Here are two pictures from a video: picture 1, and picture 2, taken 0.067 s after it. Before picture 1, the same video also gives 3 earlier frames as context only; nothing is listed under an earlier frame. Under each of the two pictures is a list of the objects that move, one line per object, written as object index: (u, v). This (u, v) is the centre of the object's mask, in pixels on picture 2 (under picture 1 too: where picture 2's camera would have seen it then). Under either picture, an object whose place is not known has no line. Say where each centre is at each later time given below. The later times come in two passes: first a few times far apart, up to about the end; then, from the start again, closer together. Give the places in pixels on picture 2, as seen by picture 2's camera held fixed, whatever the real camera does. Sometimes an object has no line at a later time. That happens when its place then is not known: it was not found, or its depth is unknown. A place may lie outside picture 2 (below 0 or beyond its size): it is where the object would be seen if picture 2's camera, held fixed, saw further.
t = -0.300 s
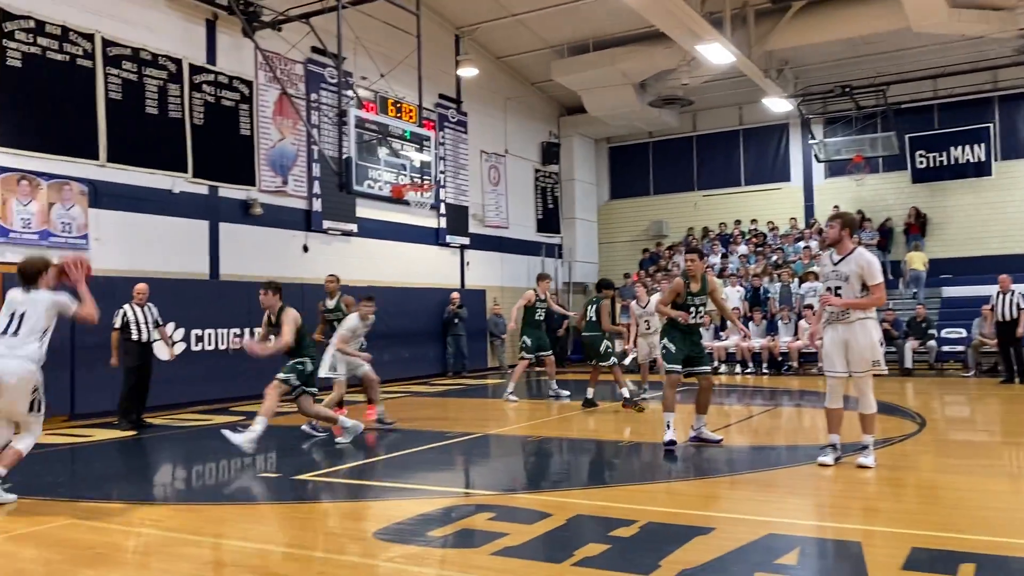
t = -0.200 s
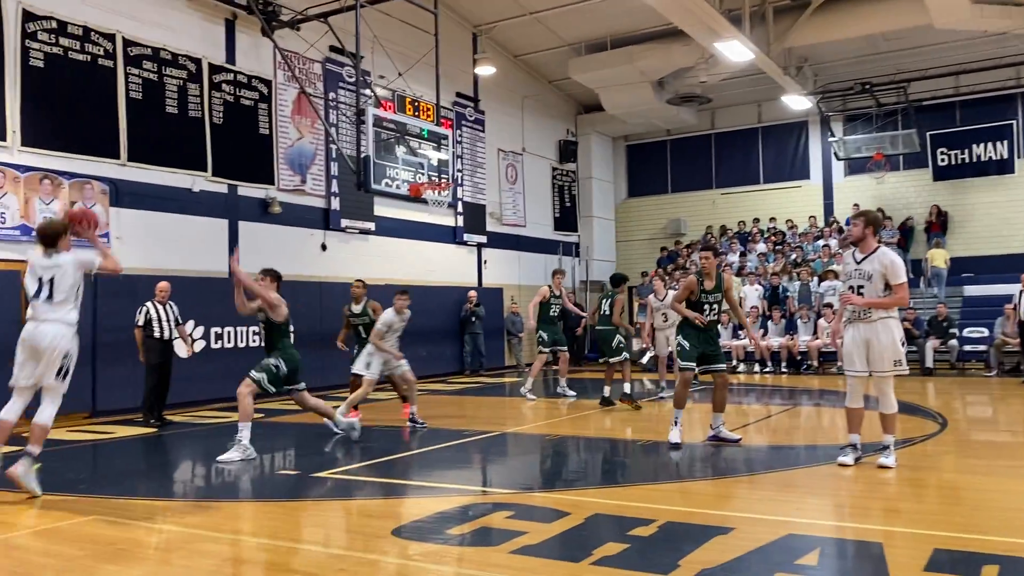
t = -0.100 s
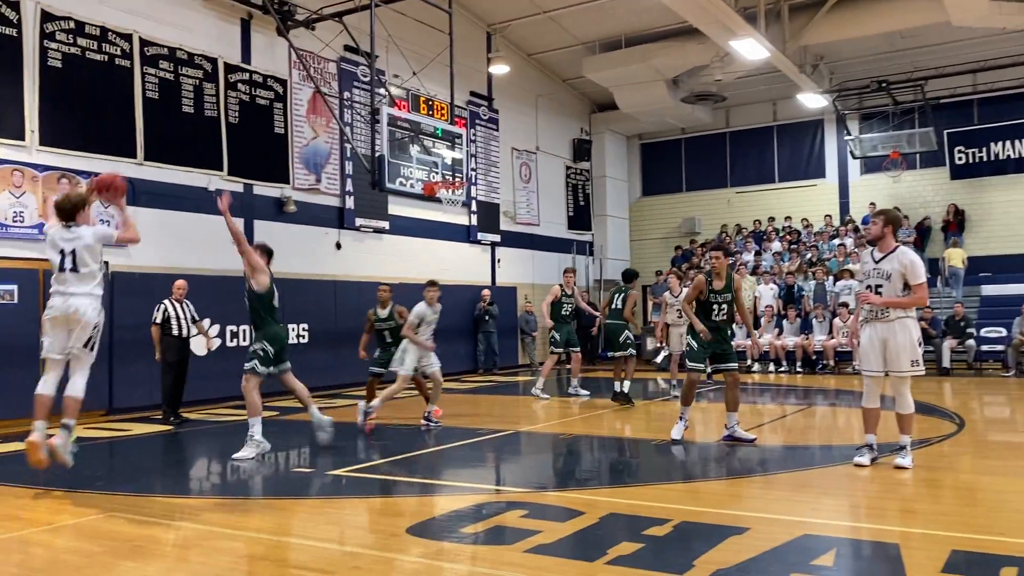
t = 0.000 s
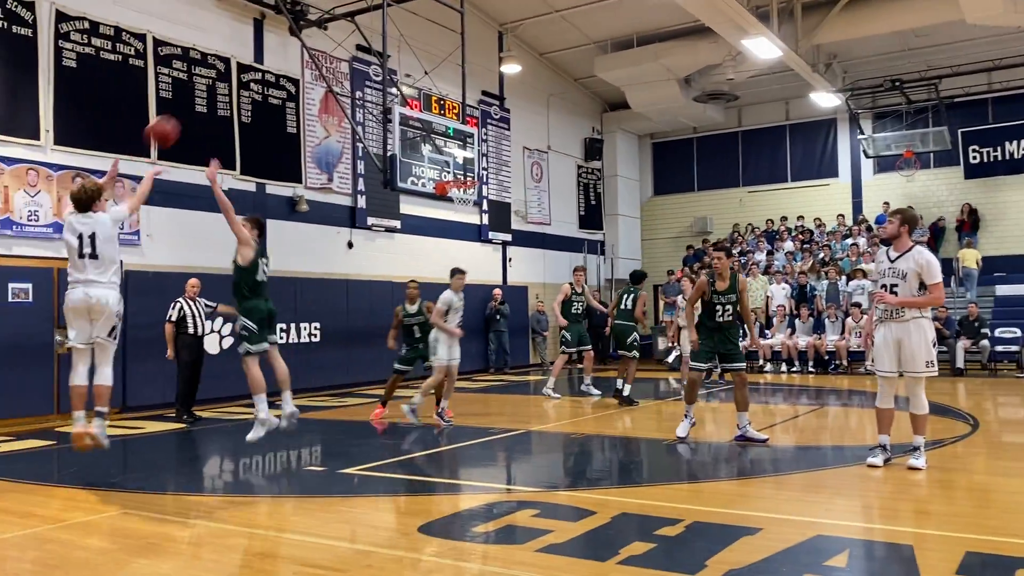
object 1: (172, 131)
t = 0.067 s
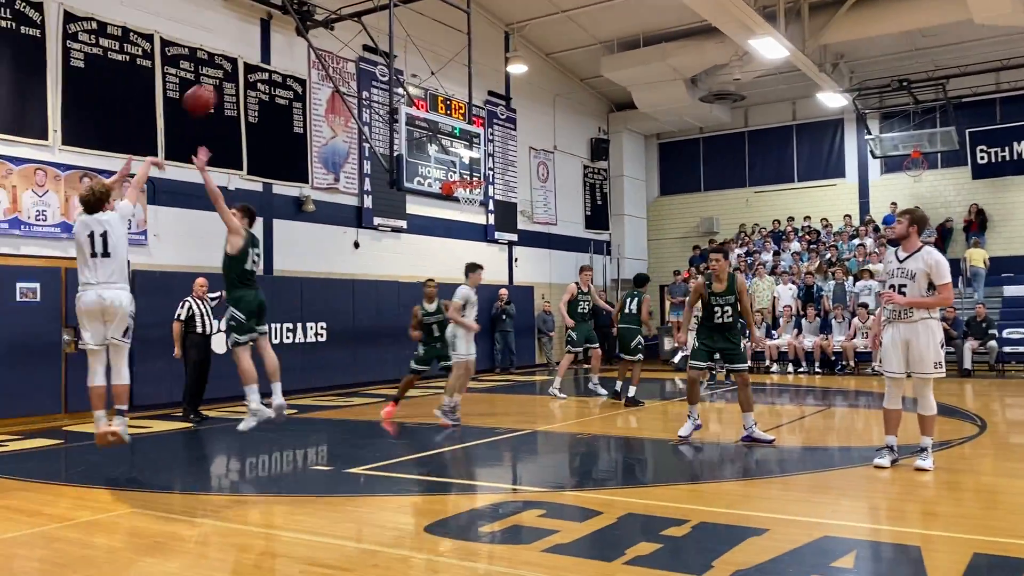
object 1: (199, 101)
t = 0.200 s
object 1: (254, 55)
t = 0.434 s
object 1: (331, 33)
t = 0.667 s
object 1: (391, 59)
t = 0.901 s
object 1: (442, 123)
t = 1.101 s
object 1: (474, 191)
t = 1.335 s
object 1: (465, 282)
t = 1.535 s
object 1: (457, 393)
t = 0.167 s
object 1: (241, 64)
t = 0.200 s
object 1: (254, 55)
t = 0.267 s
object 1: (277, 43)
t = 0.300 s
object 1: (289, 39)
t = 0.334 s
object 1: (300, 35)
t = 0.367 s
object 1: (310, 34)
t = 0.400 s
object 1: (321, 33)
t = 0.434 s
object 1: (331, 33)
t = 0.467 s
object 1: (340, 34)
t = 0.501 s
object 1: (349, 36)
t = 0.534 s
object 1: (359, 39)
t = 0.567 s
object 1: (367, 44)
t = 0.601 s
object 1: (374, 48)
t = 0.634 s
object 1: (383, 53)
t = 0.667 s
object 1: (391, 59)
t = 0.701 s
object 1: (400, 66)
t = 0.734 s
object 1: (406, 74)
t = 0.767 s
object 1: (414, 82)
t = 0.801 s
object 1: (422, 92)
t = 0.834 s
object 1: (429, 101)
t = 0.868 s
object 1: (434, 111)
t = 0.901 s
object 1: (442, 123)
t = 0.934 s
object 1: (448, 133)
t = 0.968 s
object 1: (454, 145)
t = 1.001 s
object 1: (459, 159)
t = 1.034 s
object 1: (466, 170)
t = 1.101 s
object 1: (474, 191)
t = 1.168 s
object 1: (470, 215)
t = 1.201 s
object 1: (470, 228)
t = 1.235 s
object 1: (469, 238)
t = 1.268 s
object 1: (467, 252)
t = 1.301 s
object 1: (466, 266)
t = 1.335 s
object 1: (465, 282)
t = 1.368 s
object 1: (465, 297)
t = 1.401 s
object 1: (463, 314)
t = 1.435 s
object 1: (462, 332)
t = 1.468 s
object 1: (461, 350)
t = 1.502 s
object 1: (460, 369)
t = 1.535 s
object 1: (457, 393)
